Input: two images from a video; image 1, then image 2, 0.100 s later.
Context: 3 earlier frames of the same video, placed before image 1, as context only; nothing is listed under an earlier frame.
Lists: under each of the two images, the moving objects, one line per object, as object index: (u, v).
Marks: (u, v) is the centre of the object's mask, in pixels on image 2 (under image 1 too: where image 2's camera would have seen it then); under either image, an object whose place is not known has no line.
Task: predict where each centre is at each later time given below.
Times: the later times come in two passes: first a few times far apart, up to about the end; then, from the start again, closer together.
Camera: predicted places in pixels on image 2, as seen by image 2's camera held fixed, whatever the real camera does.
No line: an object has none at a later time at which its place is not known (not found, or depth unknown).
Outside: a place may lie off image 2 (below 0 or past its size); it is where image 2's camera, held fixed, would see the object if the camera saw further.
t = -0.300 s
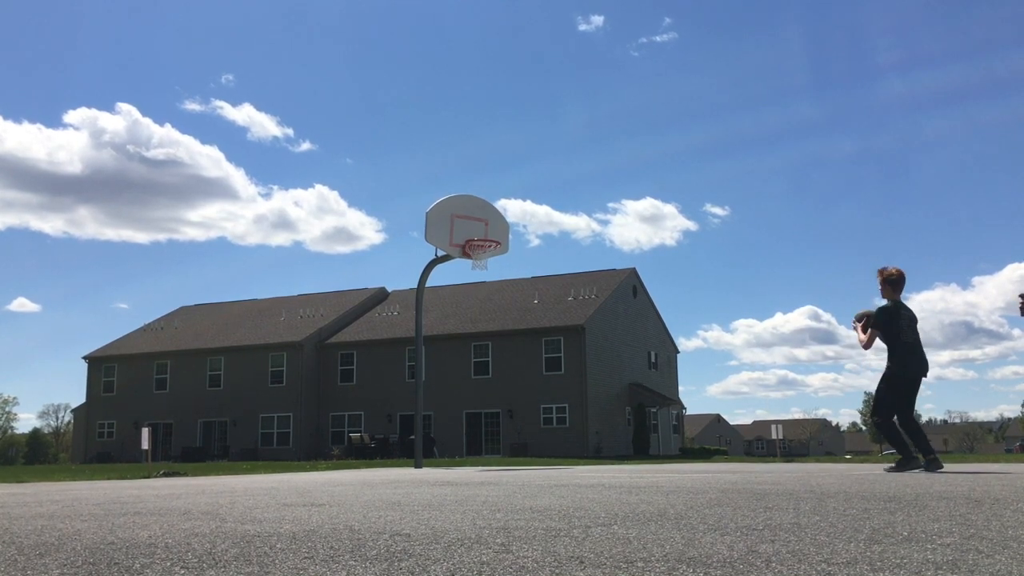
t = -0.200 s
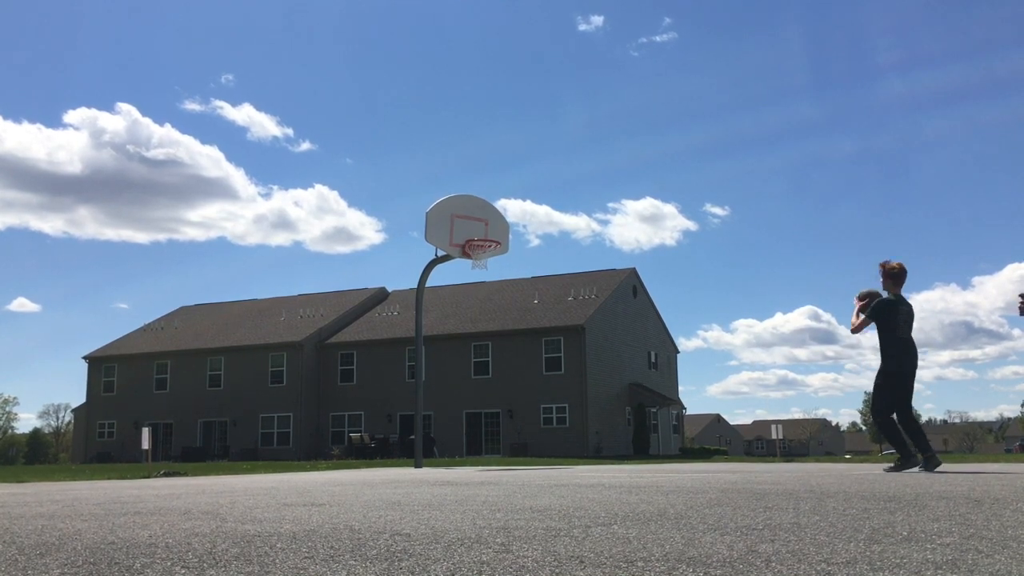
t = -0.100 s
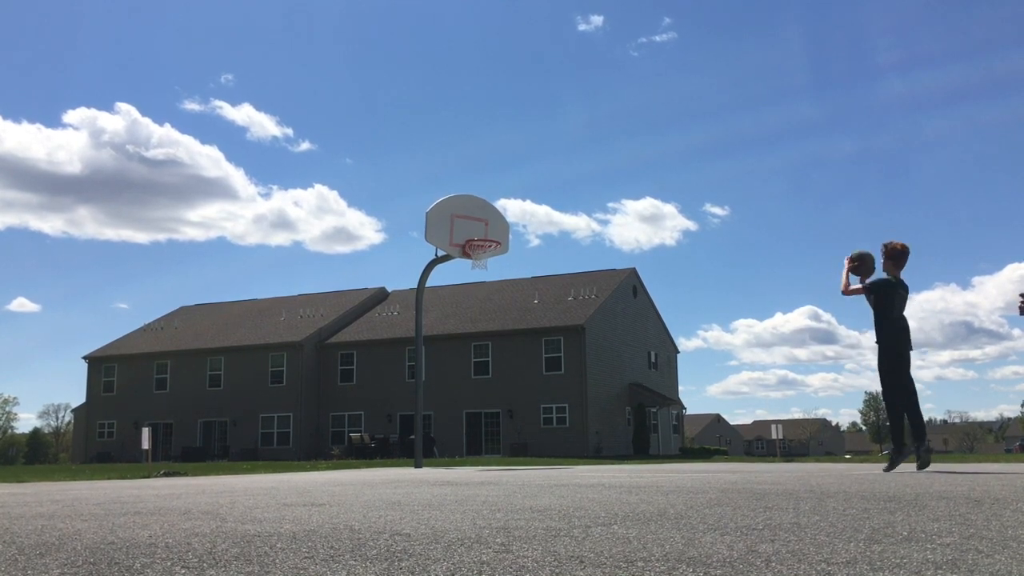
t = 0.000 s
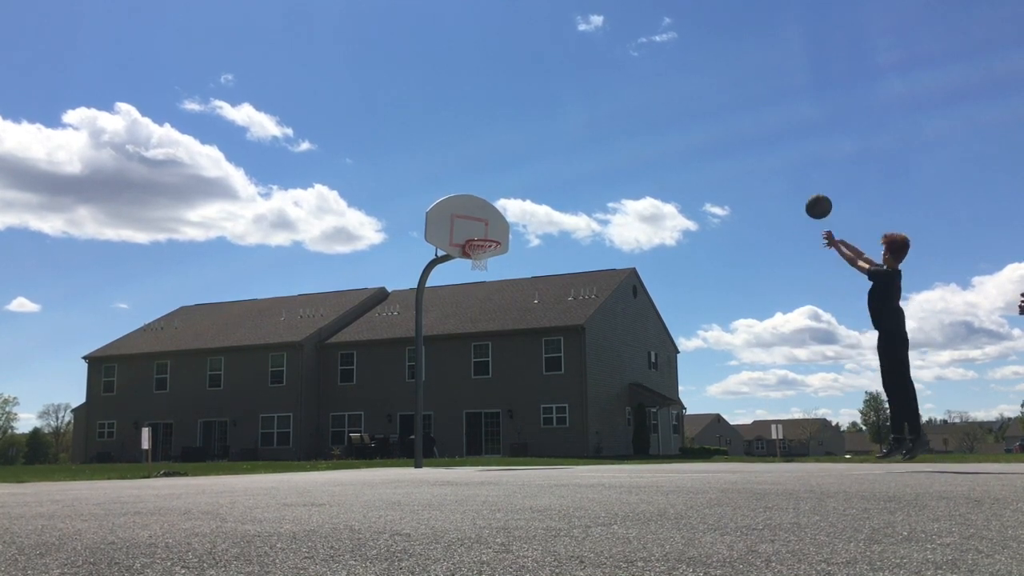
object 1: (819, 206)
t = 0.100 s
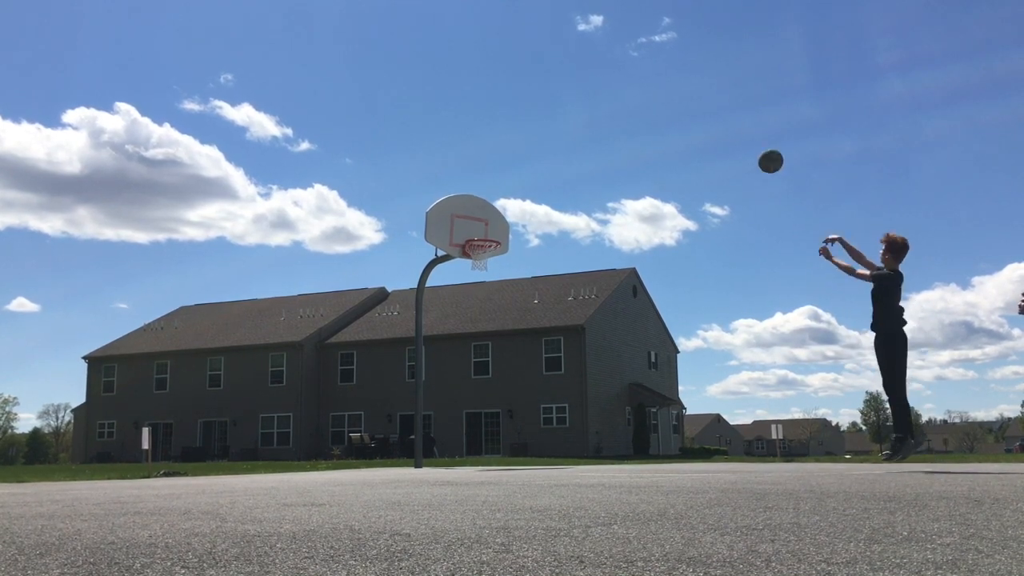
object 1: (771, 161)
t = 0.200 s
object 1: (729, 129)
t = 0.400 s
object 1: (661, 95)
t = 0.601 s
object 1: (608, 94)
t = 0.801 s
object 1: (564, 118)
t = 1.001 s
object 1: (525, 164)
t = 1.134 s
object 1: (502, 206)
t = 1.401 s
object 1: (474, 268)
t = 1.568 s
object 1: (479, 288)
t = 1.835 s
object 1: (486, 363)
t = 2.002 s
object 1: (491, 439)
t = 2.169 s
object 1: (495, 407)
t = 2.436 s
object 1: (505, 330)
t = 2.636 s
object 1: (511, 307)
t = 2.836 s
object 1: (517, 315)
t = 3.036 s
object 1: (523, 357)
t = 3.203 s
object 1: (527, 417)
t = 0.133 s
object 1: (756, 149)
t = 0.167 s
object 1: (743, 138)
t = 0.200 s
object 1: (729, 129)
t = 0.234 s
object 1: (717, 121)
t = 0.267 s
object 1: (705, 114)
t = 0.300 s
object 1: (693, 107)
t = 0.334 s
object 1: (682, 102)
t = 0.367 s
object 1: (672, 98)
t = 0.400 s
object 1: (661, 95)
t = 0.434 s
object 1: (652, 93)
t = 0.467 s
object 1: (642, 91)
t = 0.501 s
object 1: (633, 91)
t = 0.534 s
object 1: (625, 91)
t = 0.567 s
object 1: (616, 92)
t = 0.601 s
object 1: (608, 94)
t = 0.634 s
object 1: (600, 96)
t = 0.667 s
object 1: (592, 99)
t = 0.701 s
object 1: (585, 103)
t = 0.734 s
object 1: (578, 107)
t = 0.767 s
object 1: (570, 113)
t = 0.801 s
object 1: (564, 118)
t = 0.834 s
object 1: (557, 124)
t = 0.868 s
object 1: (550, 131)
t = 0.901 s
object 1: (544, 138)
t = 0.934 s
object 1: (538, 147)
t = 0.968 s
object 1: (531, 155)
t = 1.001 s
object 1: (525, 164)
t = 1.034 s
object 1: (519, 174)
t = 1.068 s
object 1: (513, 184)
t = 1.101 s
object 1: (508, 194)
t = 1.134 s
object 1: (502, 206)
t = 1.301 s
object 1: (478, 257)
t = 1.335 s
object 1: (474, 263)
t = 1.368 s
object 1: (474, 265)
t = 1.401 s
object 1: (474, 268)
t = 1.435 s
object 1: (475, 270)
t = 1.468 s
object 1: (476, 273)
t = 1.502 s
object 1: (477, 277)
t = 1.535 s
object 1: (478, 282)
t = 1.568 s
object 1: (479, 288)
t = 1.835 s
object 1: (486, 363)
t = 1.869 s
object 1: (487, 376)
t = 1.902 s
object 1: (485, 388)
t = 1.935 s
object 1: (489, 405)
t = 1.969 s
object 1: (490, 422)
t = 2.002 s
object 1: (491, 439)
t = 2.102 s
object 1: (493, 434)
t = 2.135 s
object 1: (494, 419)
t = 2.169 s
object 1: (495, 407)
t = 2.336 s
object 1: (501, 353)
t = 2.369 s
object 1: (502, 344)
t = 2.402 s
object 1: (502, 339)
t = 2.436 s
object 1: (505, 330)
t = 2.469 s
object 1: (505, 325)
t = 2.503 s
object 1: (506, 319)
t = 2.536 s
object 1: (507, 315)
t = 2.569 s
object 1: (508, 312)
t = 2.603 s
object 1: (510, 309)
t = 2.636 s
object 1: (511, 307)
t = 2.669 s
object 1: (512, 306)
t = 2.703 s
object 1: (513, 306)
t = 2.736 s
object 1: (514, 307)
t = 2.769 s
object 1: (515, 309)
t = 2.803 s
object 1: (516, 311)
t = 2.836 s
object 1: (517, 315)
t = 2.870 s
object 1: (518, 319)
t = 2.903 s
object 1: (519, 325)
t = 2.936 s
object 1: (520, 332)
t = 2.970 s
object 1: (521, 339)
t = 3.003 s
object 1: (522, 348)
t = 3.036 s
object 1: (523, 357)
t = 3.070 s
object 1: (524, 368)
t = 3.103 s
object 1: (525, 380)
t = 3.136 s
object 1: (526, 389)
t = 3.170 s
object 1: (527, 402)
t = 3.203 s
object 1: (527, 417)
